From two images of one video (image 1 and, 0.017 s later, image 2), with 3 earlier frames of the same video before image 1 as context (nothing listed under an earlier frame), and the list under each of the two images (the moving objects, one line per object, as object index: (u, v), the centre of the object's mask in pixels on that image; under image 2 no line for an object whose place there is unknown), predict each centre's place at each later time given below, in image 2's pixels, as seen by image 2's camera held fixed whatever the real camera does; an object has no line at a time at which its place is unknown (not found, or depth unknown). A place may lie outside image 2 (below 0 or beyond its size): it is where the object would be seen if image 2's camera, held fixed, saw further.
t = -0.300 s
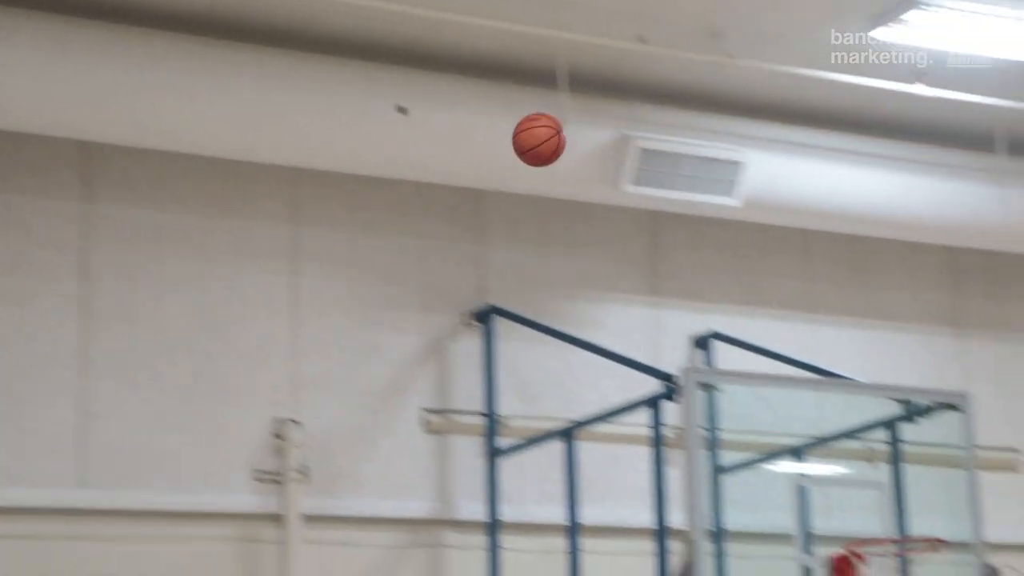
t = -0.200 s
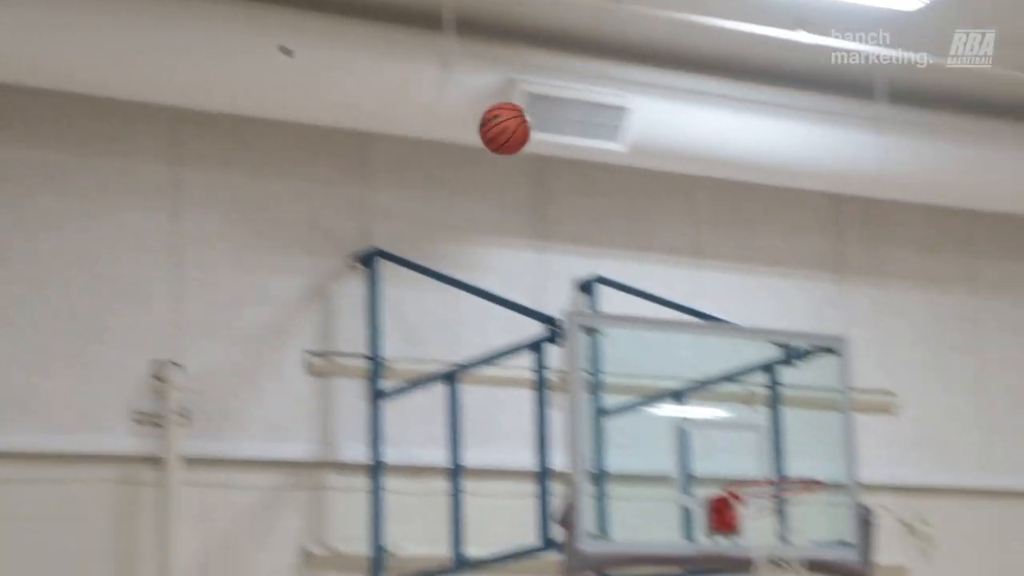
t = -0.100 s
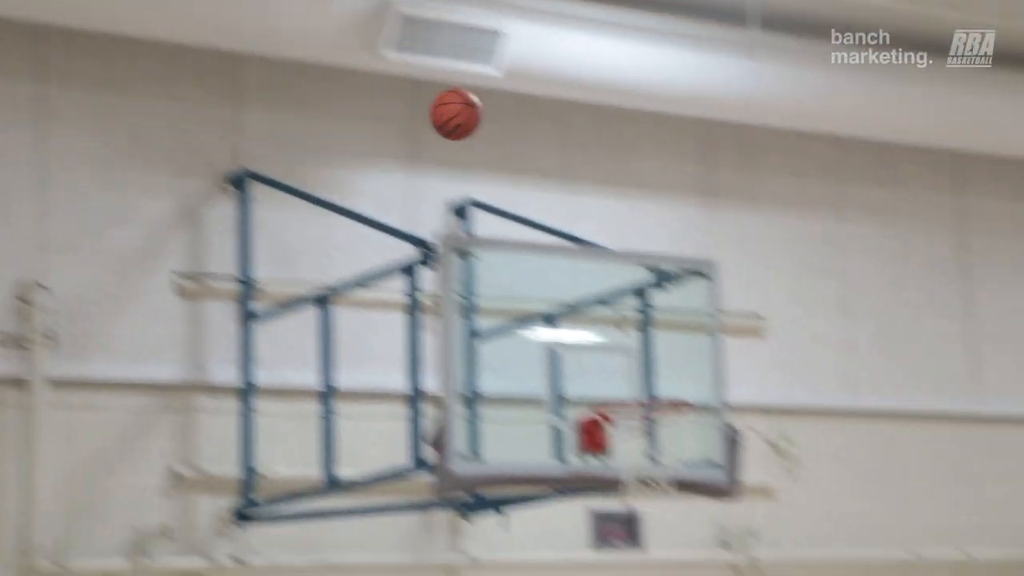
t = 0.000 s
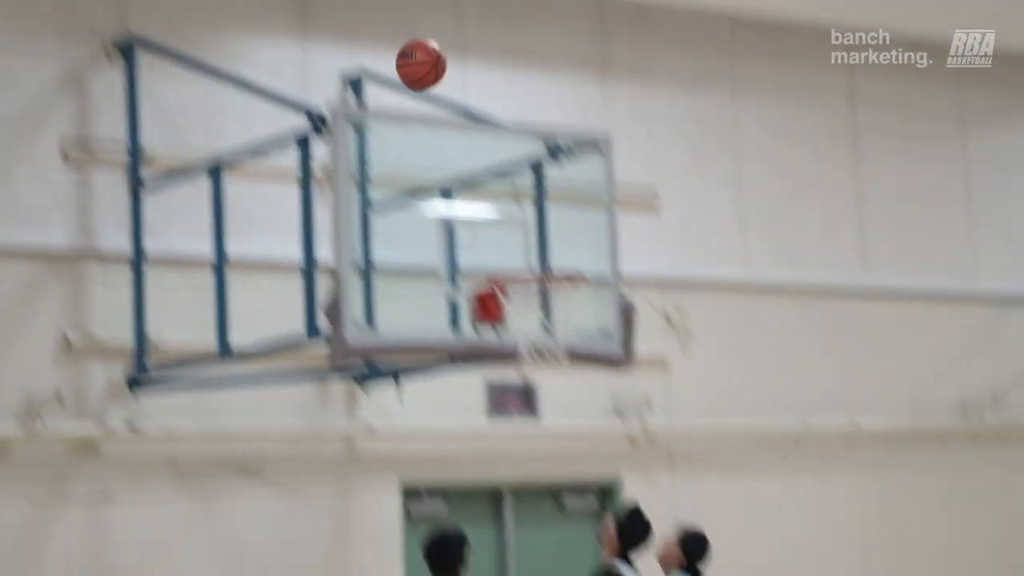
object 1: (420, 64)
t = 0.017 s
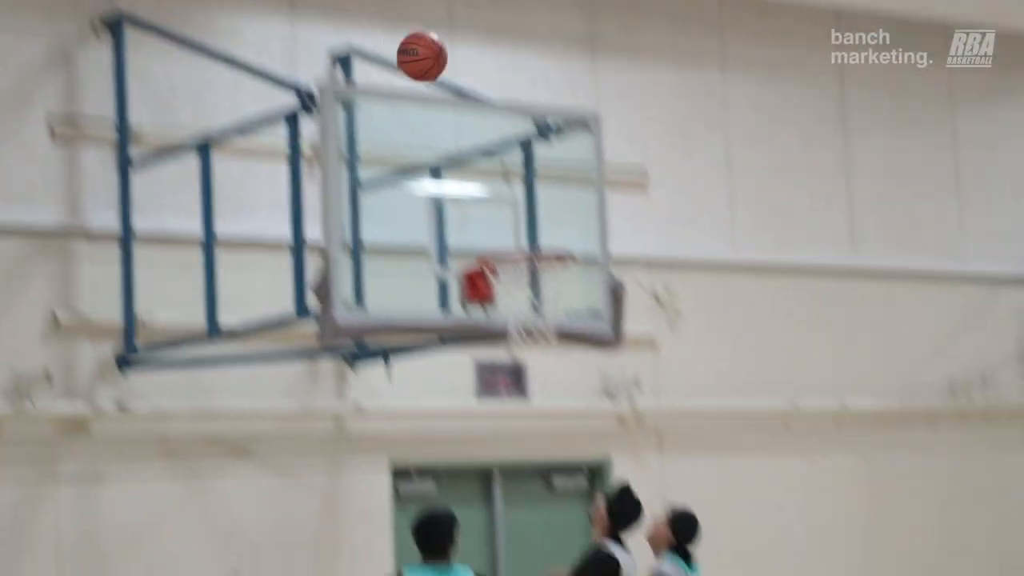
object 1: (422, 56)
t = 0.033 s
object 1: (434, 72)
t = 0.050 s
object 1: (446, 88)
